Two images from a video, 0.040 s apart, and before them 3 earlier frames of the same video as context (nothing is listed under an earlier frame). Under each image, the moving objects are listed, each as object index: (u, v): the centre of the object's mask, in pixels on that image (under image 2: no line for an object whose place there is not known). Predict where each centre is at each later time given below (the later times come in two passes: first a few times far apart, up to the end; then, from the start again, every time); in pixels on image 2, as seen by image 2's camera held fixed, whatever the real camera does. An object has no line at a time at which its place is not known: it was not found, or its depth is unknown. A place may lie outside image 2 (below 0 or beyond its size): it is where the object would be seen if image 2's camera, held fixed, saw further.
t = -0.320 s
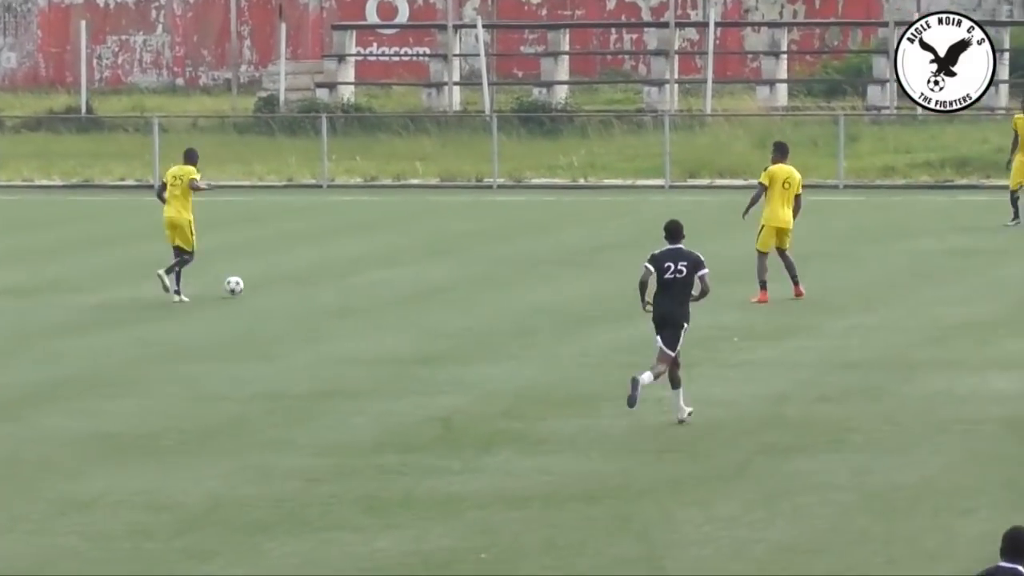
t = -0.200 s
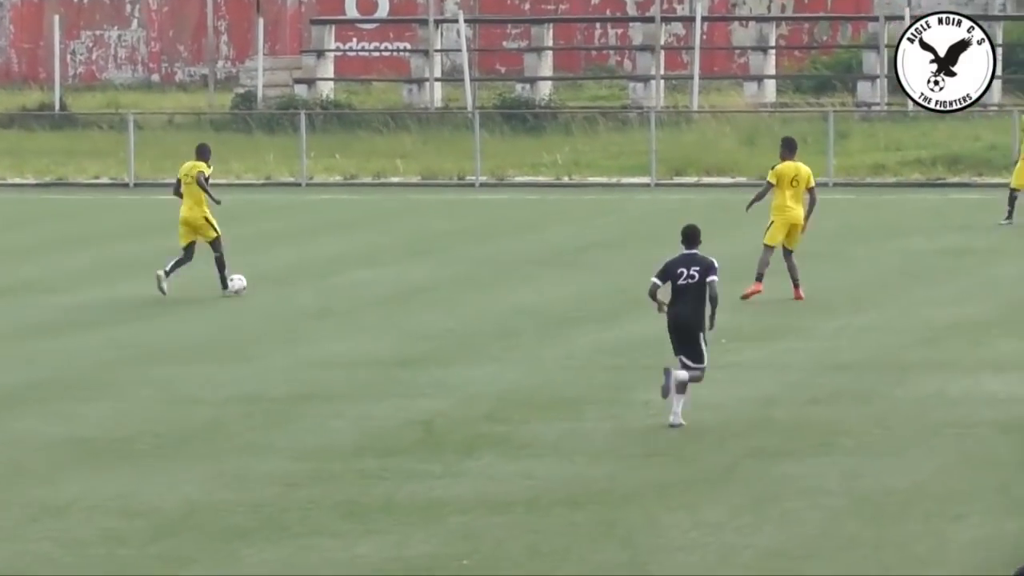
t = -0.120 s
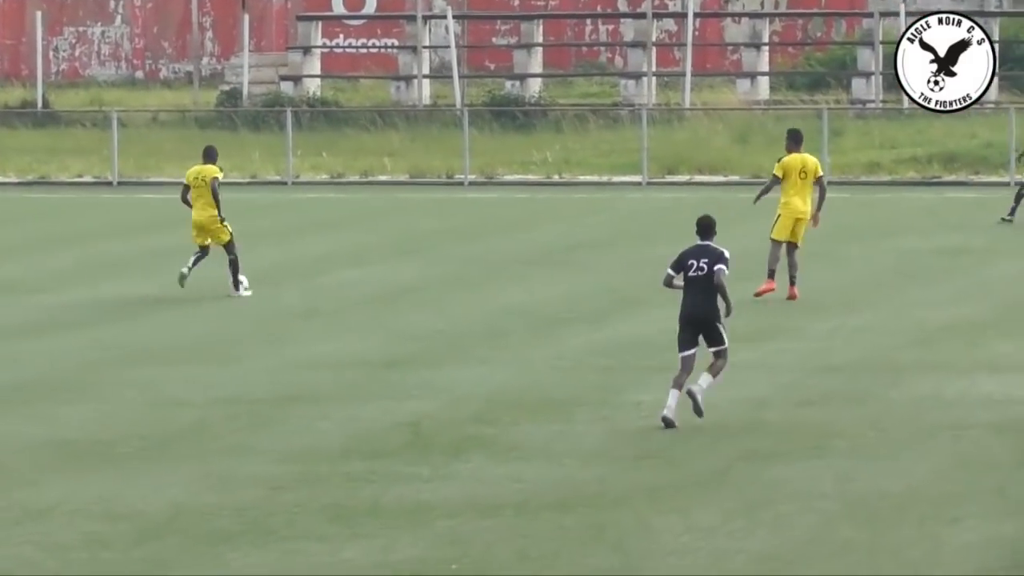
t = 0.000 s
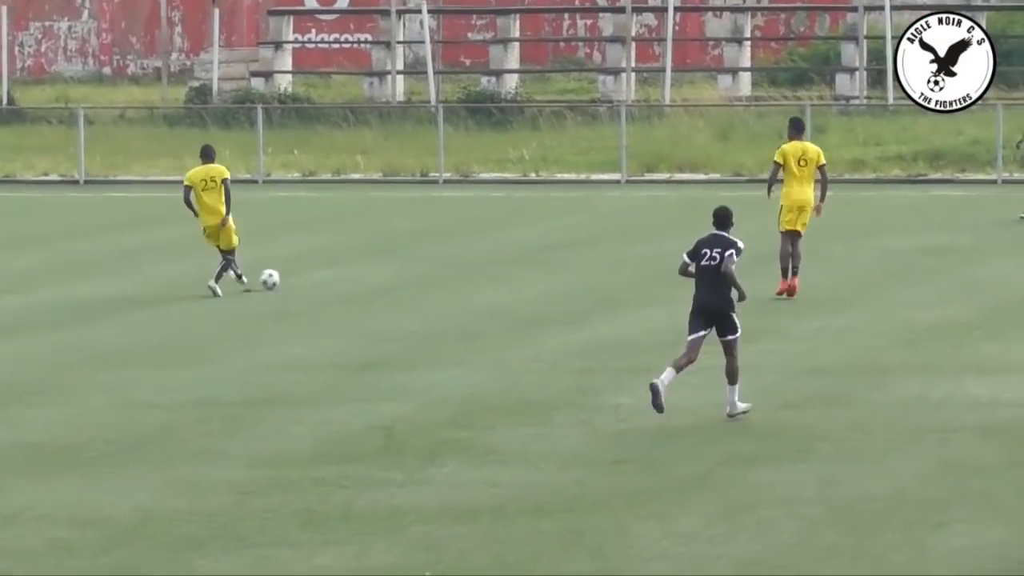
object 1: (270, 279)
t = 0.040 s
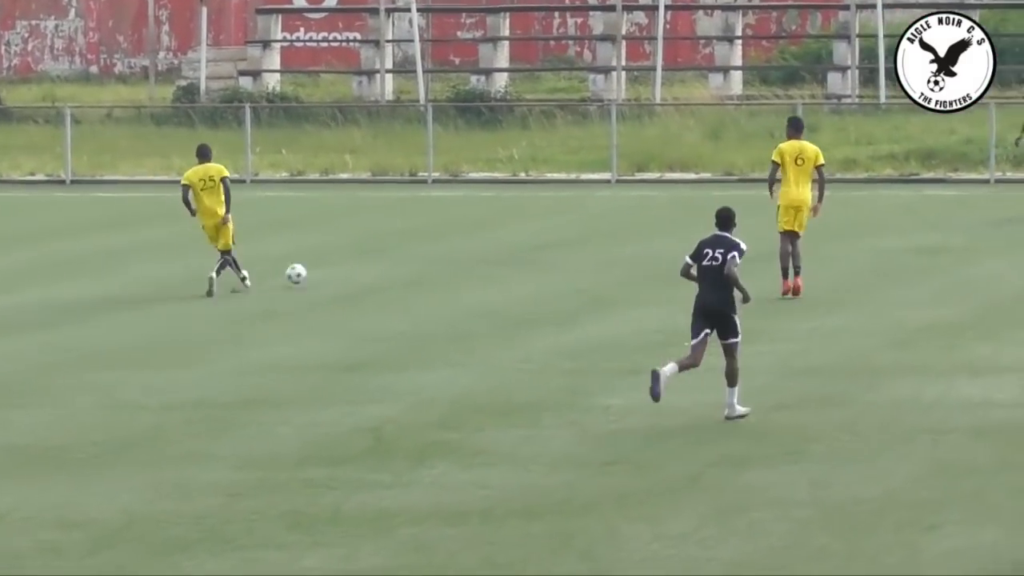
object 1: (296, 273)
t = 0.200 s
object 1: (439, 261)
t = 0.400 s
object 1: (591, 247)
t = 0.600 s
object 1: (716, 233)
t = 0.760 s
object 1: (803, 229)
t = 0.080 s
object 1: (334, 269)
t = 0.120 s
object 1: (370, 267)
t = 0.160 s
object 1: (407, 267)
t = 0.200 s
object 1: (439, 261)
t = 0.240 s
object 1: (471, 254)
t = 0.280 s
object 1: (502, 249)
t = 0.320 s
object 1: (532, 246)
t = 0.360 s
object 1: (562, 245)
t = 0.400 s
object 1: (591, 247)
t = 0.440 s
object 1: (619, 250)
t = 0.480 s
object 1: (644, 244)
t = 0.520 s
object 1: (669, 239)
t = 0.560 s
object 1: (693, 236)
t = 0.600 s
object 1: (716, 233)
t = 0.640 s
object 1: (740, 234)
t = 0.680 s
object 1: (761, 234)
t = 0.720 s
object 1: (781, 231)
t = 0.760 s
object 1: (803, 229)
